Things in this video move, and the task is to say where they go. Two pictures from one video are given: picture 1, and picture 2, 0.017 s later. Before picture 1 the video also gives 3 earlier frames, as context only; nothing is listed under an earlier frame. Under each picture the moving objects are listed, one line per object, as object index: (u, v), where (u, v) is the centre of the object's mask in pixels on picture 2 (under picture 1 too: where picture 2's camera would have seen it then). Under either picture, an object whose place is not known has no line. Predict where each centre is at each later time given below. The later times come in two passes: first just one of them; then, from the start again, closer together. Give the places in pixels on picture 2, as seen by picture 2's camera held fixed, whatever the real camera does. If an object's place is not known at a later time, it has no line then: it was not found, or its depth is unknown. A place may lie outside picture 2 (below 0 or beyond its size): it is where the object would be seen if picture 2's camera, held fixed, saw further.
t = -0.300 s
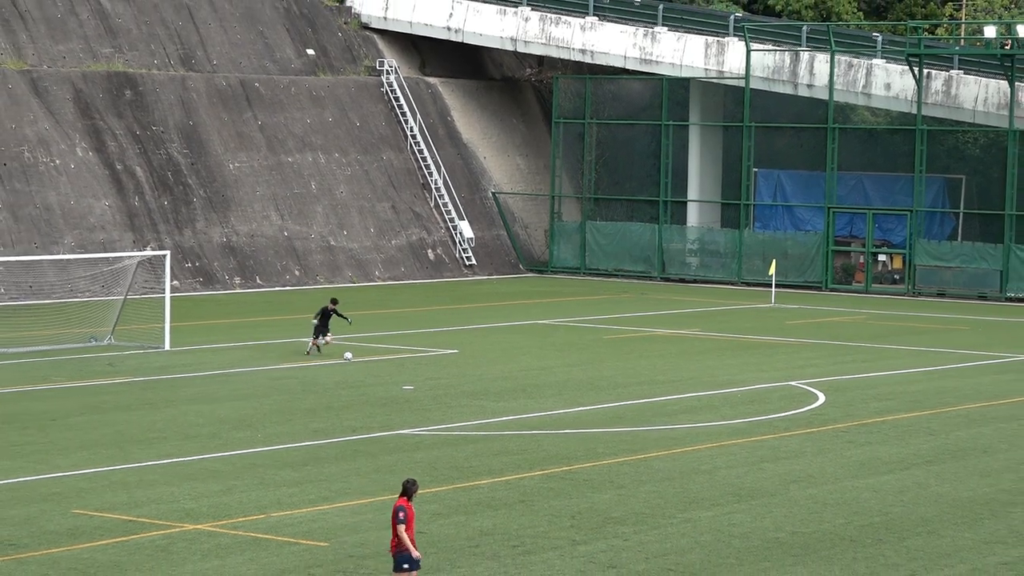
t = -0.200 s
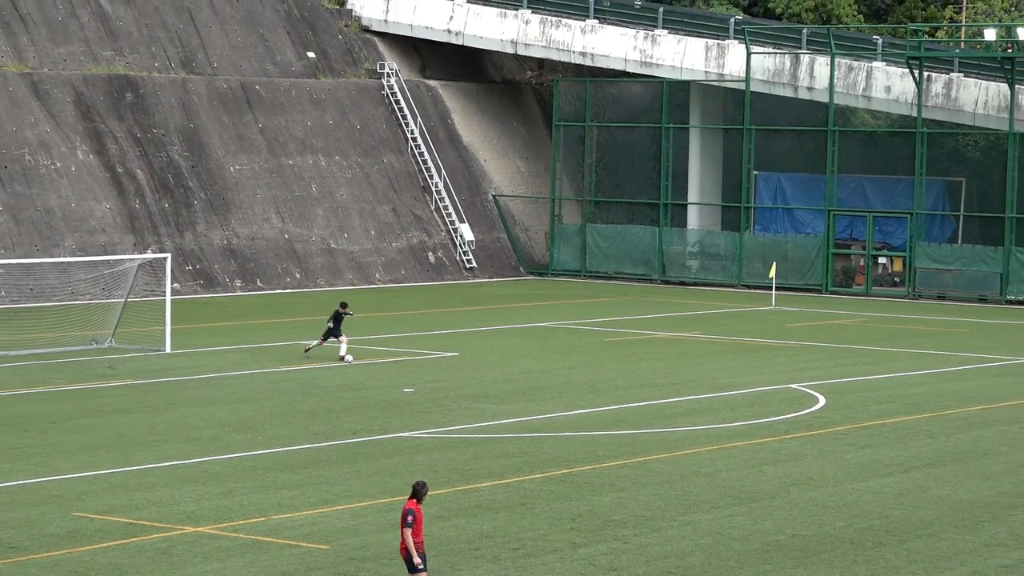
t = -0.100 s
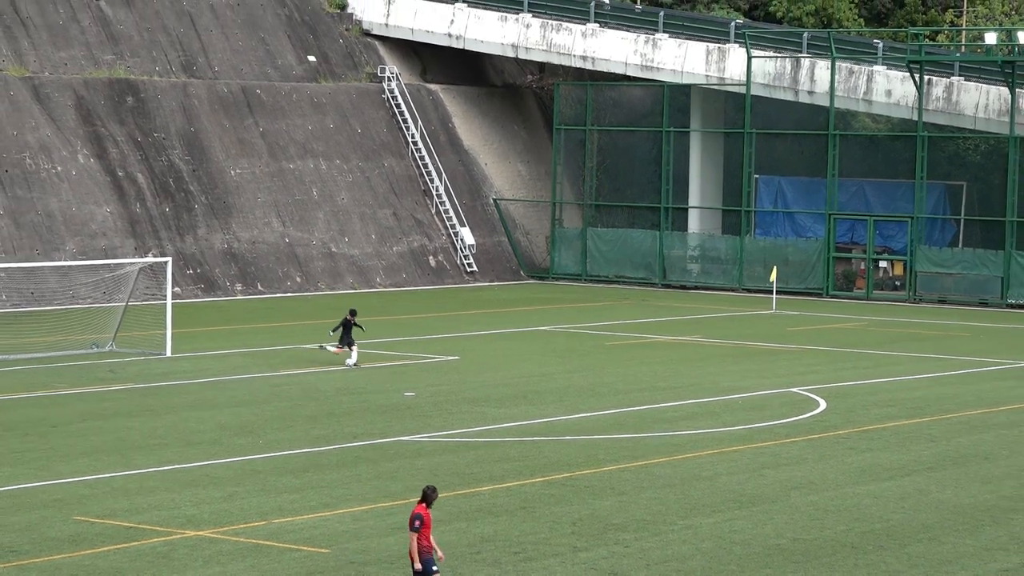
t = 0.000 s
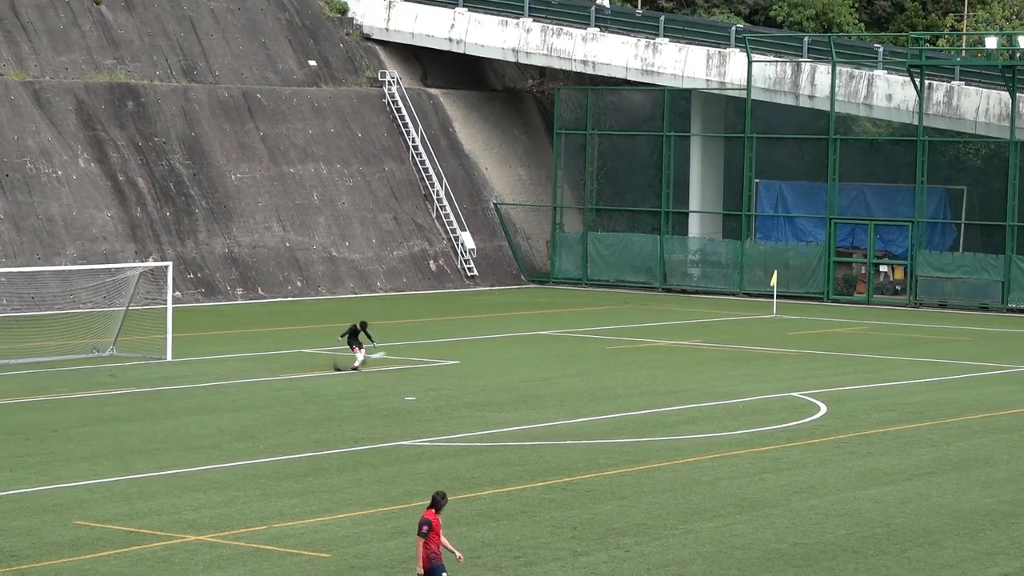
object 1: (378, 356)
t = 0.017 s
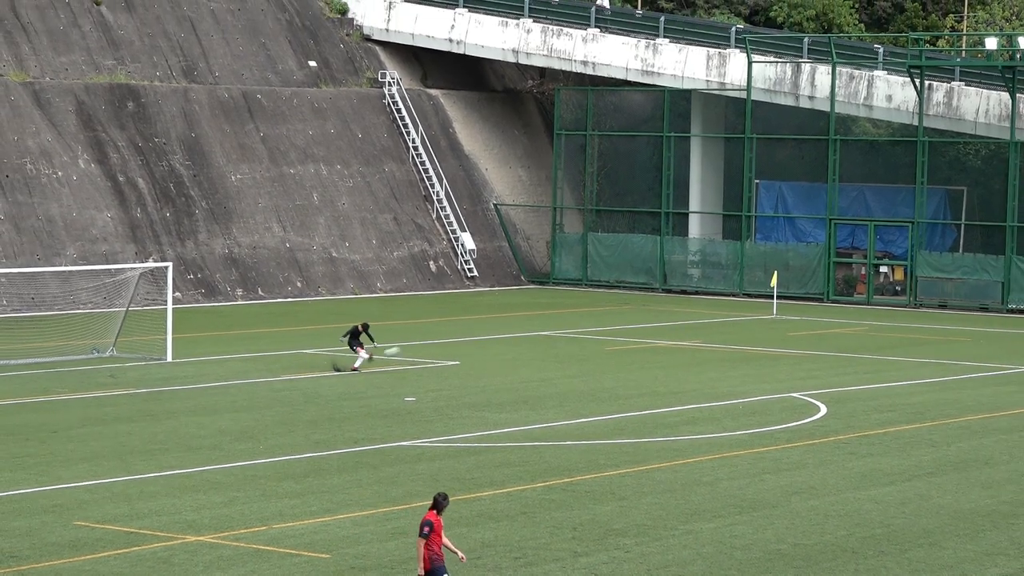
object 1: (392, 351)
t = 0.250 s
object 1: (580, 288)
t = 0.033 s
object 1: (405, 346)
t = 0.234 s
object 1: (566, 292)
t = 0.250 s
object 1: (580, 288)
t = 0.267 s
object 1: (593, 284)
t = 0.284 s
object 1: (606, 281)
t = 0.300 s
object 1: (620, 278)
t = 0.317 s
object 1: (633, 275)
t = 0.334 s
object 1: (646, 271)
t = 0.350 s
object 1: (660, 268)
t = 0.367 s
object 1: (672, 265)
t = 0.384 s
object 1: (686, 262)
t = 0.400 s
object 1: (698, 260)
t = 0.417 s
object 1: (712, 258)
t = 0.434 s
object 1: (725, 255)
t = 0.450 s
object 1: (738, 253)
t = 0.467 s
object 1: (751, 250)
